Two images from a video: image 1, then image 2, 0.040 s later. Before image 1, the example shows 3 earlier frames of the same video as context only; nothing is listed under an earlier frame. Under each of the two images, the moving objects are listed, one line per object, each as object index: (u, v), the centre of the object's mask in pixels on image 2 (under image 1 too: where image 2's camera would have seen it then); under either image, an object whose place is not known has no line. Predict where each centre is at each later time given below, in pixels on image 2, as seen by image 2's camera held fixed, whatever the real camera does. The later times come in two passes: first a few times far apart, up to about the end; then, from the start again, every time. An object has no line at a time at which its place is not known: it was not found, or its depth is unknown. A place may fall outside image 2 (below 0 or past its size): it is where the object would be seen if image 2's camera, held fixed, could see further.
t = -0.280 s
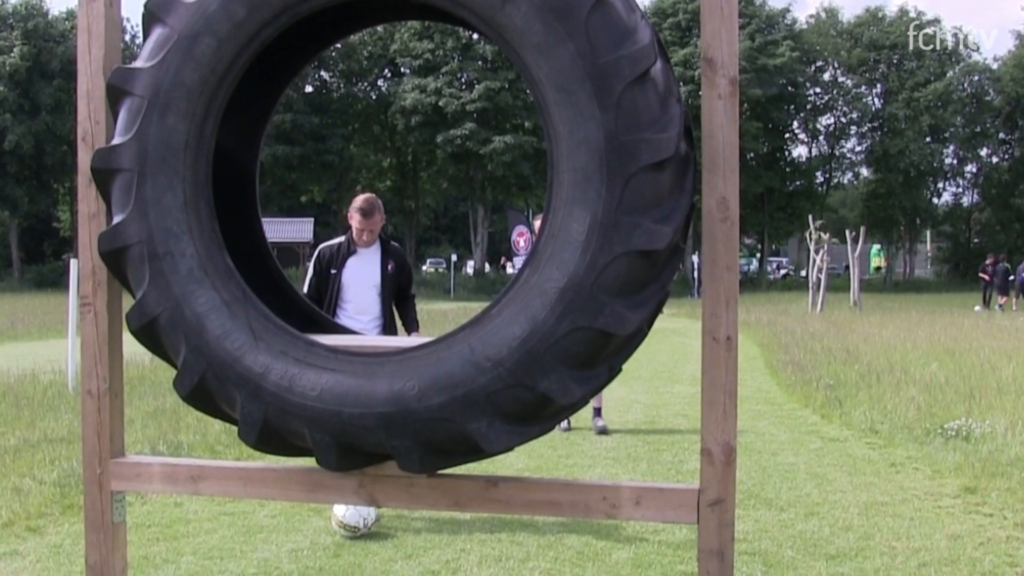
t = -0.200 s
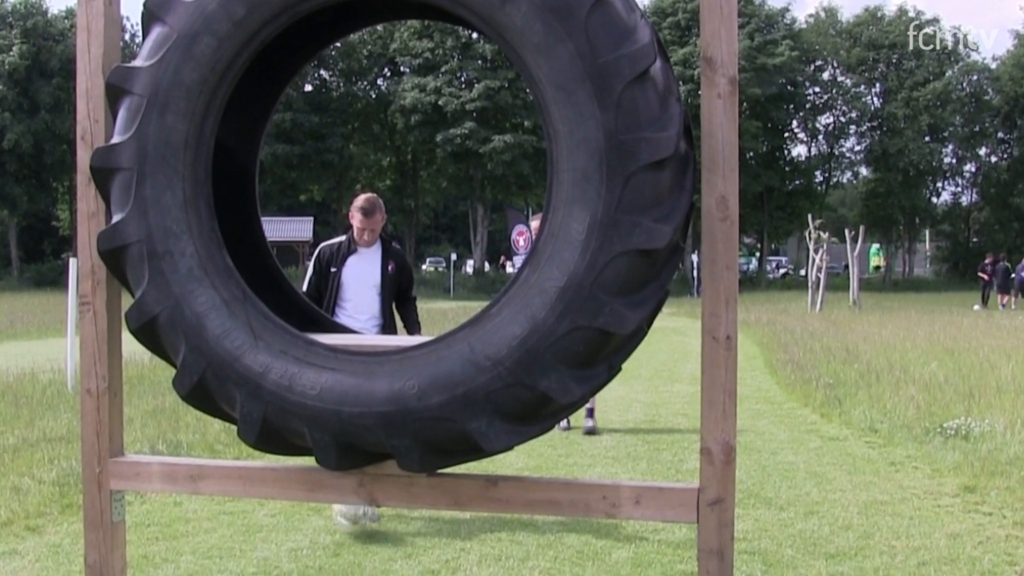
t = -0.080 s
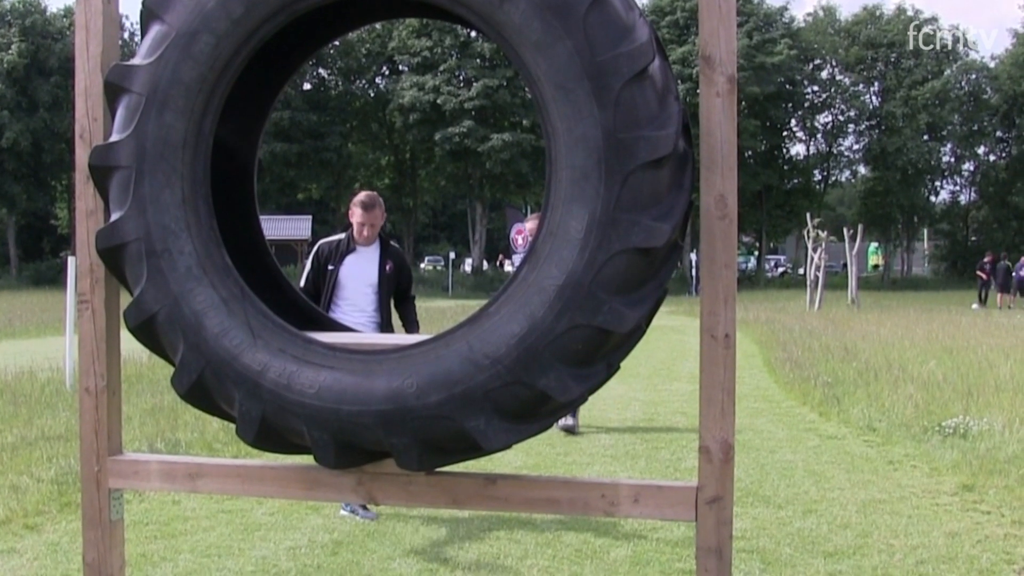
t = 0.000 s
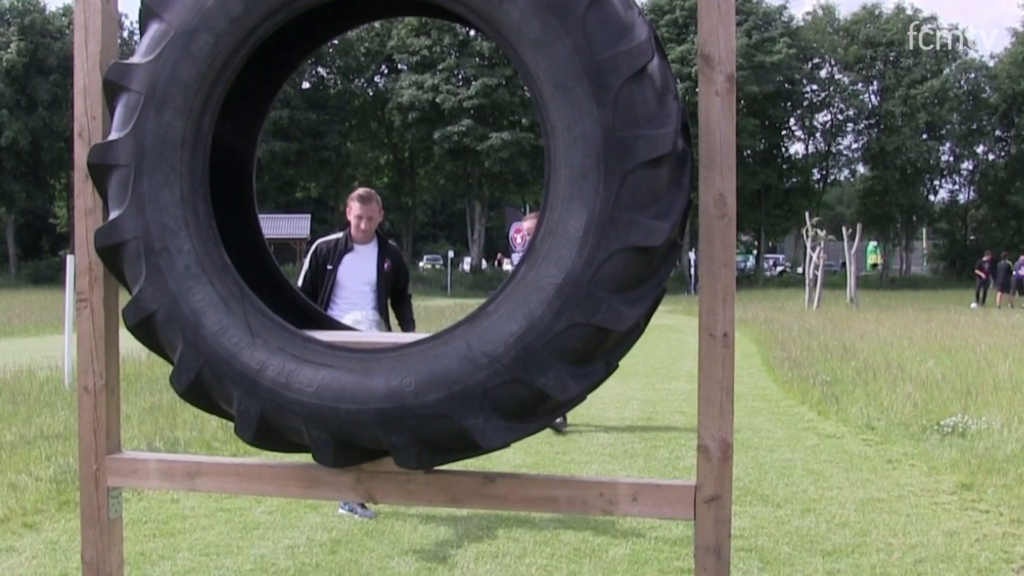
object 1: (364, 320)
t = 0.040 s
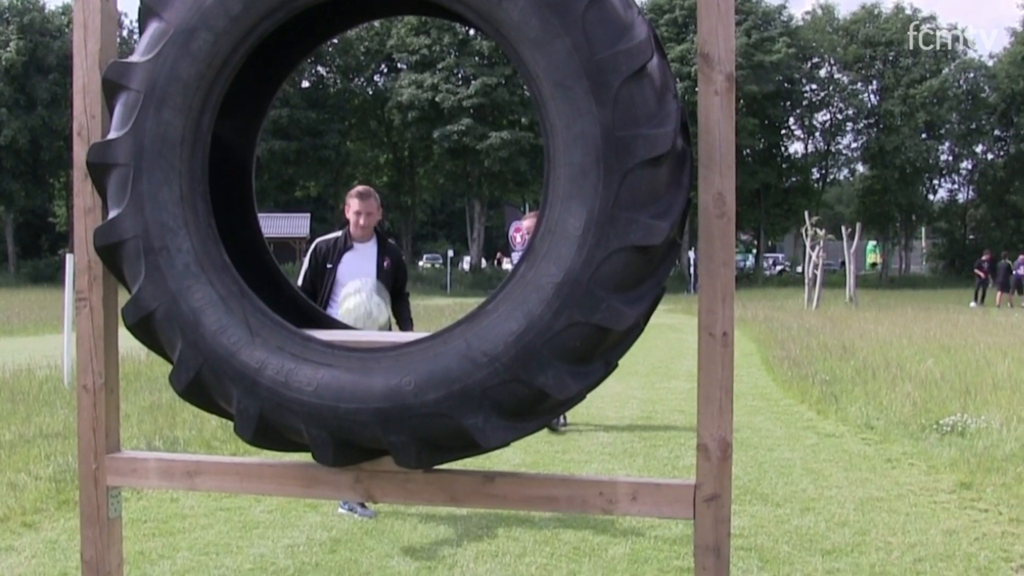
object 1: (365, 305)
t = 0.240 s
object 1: (380, 193)
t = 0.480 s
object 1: (405, 171)
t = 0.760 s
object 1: (447, 438)
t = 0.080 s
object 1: (367, 282)
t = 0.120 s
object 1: (370, 256)
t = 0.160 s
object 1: (373, 231)
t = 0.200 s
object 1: (376, 211)
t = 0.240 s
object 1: (380, 193)
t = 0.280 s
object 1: (384, 178)
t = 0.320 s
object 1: (388, 168)
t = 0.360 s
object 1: (392, 162)
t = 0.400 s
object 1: (396, 160)
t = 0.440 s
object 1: (400, 163)
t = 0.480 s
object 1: (405, 171)
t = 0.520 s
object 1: (410, 186)
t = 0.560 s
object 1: (416, 206)
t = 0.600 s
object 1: (420, 228)
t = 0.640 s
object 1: (426, 265)
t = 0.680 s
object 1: (434, 316)
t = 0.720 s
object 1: (441, 375)
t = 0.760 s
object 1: (447, 438)
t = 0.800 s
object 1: (454, 520)
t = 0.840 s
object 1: (464, 603)
